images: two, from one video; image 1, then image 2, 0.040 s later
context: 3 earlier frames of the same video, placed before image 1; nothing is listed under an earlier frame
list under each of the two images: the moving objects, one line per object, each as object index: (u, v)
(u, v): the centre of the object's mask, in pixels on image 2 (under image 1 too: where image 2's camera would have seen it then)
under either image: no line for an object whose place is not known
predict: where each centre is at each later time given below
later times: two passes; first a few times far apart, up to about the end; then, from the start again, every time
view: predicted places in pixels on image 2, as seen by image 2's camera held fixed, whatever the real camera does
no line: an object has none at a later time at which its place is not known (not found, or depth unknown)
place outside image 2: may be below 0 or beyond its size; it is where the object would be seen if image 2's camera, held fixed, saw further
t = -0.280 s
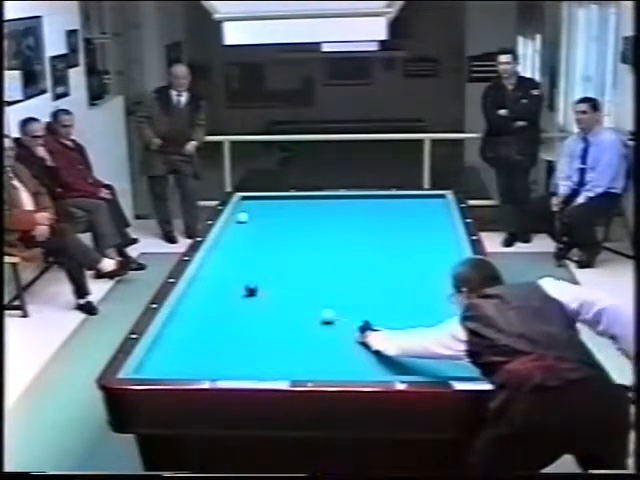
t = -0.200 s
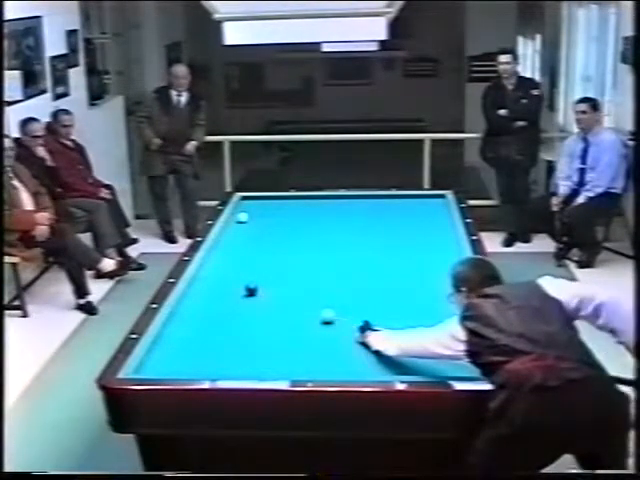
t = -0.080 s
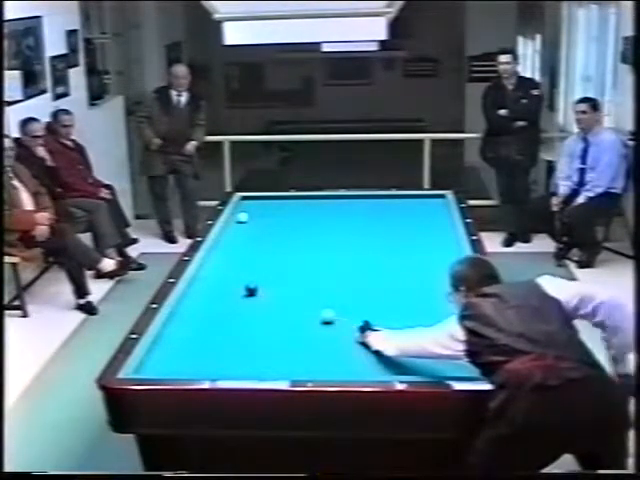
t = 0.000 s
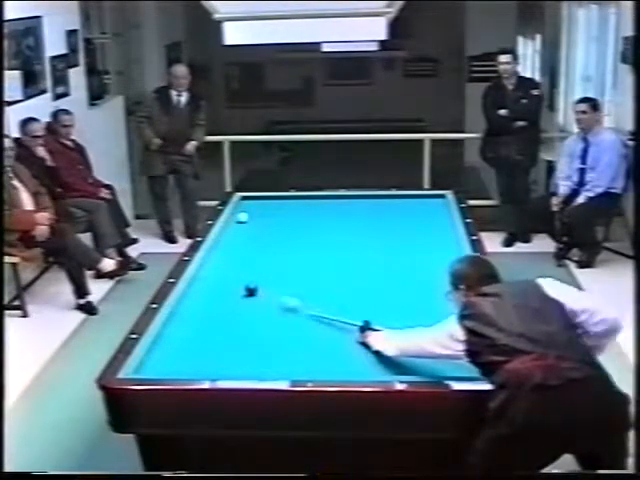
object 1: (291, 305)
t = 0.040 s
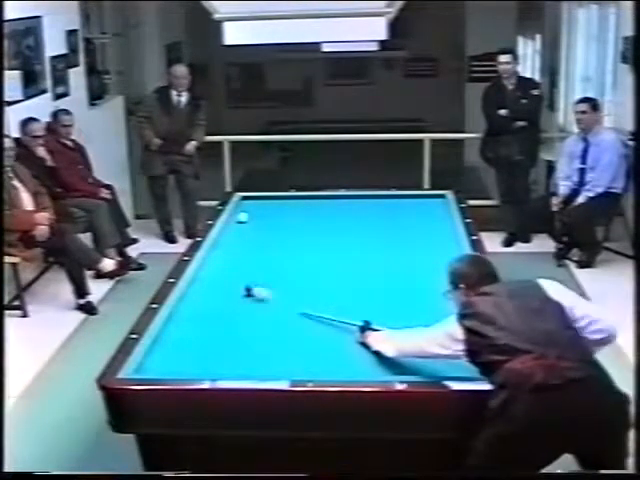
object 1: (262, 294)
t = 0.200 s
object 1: (207, 303)
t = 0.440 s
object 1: (199, 318)
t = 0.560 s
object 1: (212, 328)
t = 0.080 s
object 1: (245, 296)
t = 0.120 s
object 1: (232, 298)
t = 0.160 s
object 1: (219, 301)
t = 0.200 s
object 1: (207, 303)
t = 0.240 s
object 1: (196, 304)
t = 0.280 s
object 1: (185, 306)
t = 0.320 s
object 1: (183, 308)
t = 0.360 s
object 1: (189, 312)
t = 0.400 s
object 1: (194, 315)
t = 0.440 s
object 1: (199, 318)
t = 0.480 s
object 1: (205, 321)
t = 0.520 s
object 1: (208, 325)
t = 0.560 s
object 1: (212, 328)
